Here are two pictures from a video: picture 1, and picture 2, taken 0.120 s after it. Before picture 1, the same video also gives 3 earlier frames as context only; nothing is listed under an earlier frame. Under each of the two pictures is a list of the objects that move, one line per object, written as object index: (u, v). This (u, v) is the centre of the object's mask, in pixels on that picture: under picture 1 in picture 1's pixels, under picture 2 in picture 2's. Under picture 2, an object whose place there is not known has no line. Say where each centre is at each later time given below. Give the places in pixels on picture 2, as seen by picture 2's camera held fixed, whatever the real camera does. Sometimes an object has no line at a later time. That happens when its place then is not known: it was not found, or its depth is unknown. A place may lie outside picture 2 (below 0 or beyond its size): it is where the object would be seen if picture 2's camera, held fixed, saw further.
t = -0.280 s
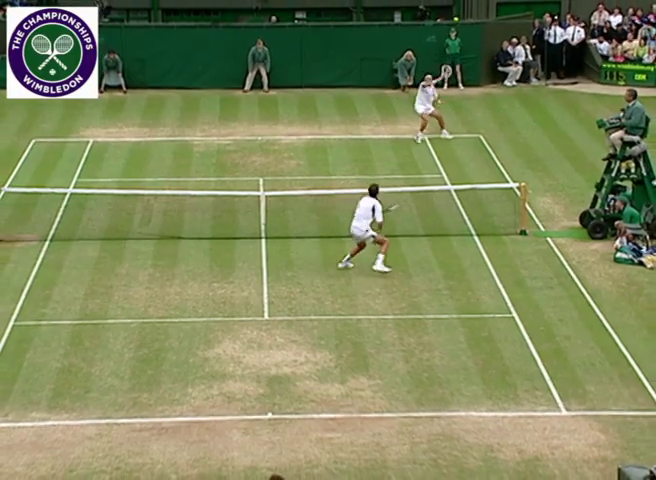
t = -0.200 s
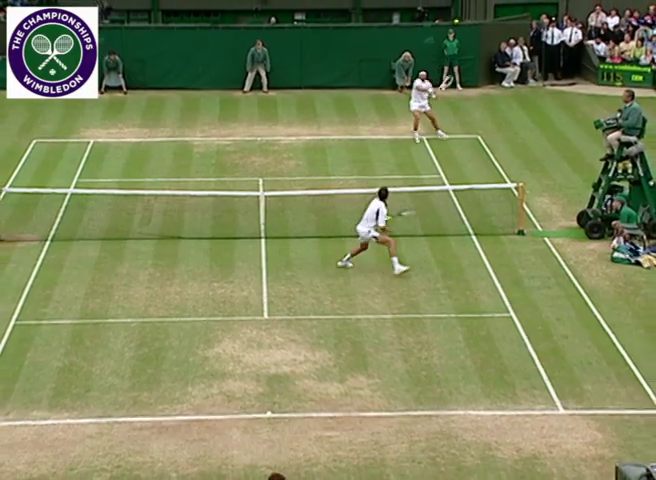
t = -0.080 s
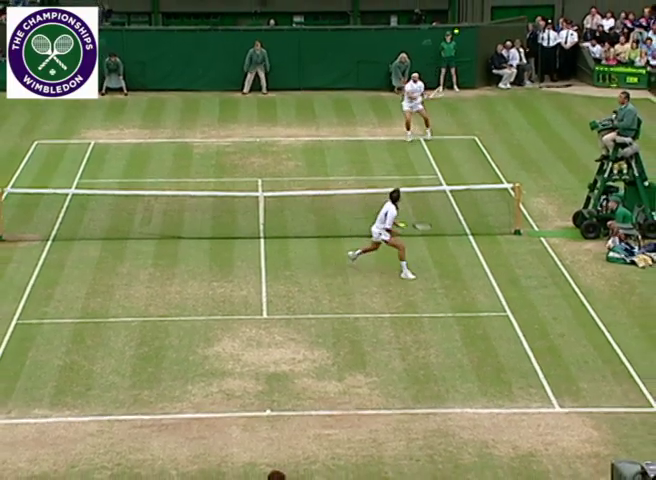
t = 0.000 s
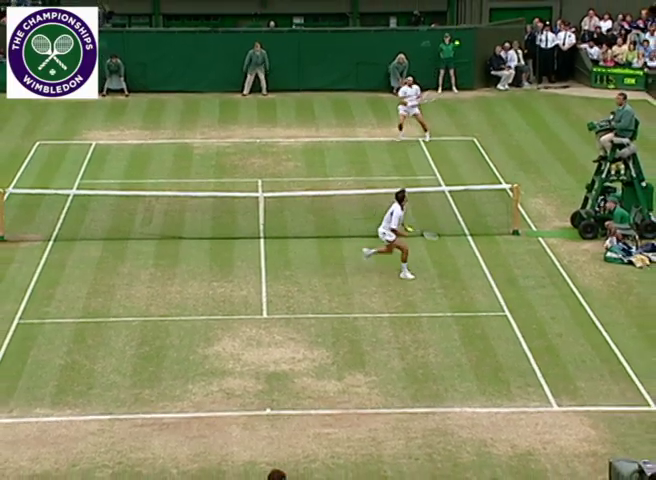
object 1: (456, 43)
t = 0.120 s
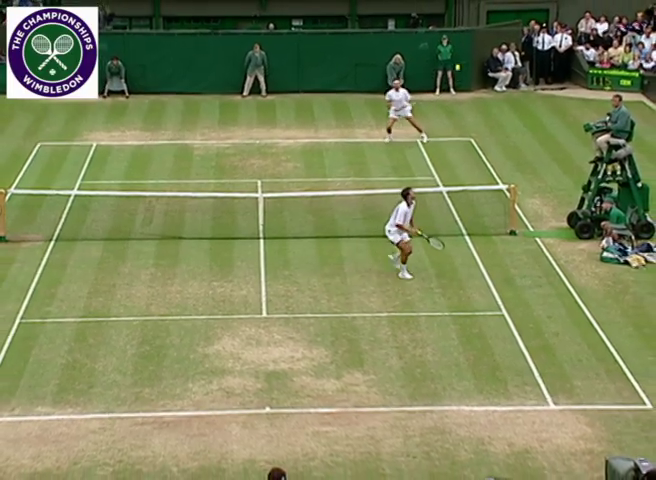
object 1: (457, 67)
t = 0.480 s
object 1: (464, 192)
